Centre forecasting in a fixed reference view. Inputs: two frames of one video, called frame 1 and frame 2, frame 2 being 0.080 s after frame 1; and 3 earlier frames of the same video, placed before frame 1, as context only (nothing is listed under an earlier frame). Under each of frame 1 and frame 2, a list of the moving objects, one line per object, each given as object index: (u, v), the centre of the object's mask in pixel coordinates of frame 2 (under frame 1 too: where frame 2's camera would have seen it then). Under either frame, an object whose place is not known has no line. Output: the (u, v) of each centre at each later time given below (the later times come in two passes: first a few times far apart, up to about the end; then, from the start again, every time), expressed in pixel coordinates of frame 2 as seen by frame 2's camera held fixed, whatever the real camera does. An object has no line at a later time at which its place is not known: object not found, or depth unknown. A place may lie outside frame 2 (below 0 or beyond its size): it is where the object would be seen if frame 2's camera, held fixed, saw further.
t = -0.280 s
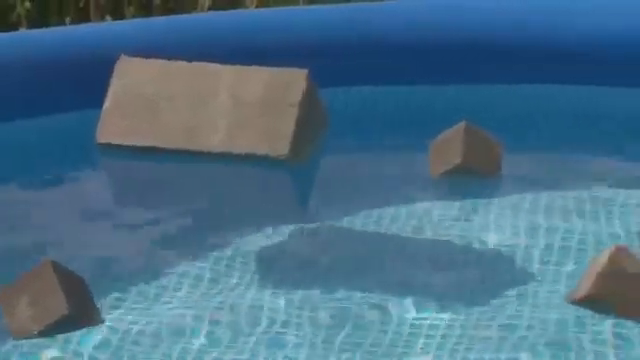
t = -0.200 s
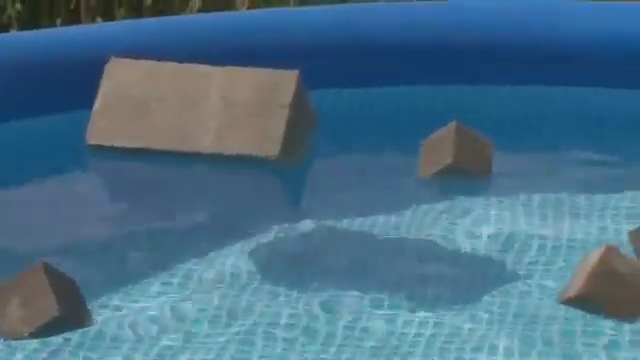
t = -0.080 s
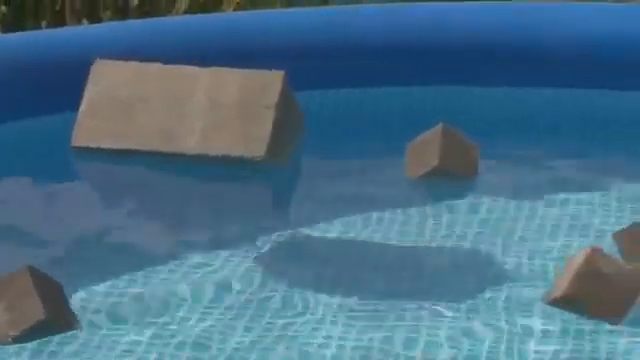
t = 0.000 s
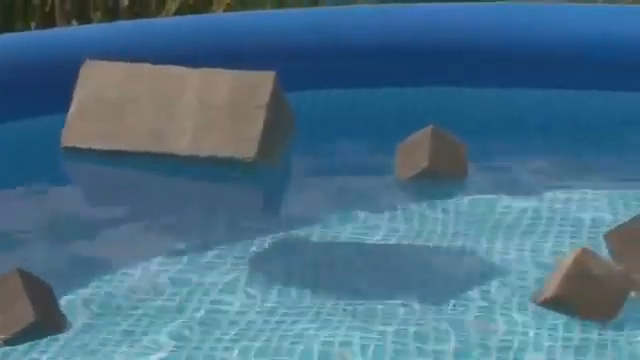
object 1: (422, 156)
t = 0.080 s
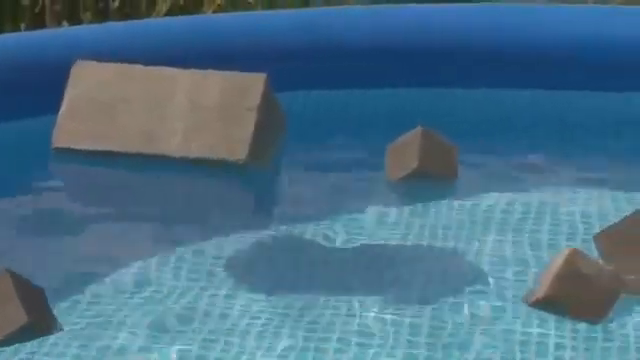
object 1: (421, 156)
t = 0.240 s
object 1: (420, 156)
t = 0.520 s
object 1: (419, 156)
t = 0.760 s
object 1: (417, 156)
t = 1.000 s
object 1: (415, 156)
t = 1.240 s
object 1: (414, 155)
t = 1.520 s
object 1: (412, 155)
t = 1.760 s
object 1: (411, 154)
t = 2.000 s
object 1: (411, 155)
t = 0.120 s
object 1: (421, 155)
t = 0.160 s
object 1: (420, 155)
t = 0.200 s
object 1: (420, 155)
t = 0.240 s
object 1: (420, 156)
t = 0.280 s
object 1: (420, 156)
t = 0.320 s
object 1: (420, 156)
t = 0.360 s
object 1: (420, 157)
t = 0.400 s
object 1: (420, 157)
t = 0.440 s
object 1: (420, 157)
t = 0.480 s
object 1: (419, 156)
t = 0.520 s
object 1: (419, 156)
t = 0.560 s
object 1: (419, 156)
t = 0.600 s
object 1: (418, 156)
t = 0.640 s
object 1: (419, 156)
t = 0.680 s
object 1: (418, 155)
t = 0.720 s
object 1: (418, 155)
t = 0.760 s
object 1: (417, 156)
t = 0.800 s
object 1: (417, 157)
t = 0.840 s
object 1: (416, 157)
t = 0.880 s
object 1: (415, 156)
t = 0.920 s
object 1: (415, 156)
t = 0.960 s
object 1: (415, 156)
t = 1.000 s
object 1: (415, 156)
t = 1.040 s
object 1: (416, 156)
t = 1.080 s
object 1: (414, 155)
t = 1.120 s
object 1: (415, 155)
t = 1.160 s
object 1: (414, 154)
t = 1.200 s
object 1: (414, 154)
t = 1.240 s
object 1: (414, 155)
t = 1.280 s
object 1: (414, 155)
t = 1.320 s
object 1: (414, 155)
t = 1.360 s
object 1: (413, 155)
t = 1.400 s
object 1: (413, 155)
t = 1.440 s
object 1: (413, 155)
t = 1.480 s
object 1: (413, 155)
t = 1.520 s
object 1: (412, 155)
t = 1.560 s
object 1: (412, 154)
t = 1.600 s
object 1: (411, 154)
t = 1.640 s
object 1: (411, 153)
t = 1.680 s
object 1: (411, 153)
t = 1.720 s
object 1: (411, 153)
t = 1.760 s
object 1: (411, 154)
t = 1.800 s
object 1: (411, 154)
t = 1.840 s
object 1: (411, 155)
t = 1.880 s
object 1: (411, 155)
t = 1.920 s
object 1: (412, 155)
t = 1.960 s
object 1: (411, 155)
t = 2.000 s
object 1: (411, 155)
